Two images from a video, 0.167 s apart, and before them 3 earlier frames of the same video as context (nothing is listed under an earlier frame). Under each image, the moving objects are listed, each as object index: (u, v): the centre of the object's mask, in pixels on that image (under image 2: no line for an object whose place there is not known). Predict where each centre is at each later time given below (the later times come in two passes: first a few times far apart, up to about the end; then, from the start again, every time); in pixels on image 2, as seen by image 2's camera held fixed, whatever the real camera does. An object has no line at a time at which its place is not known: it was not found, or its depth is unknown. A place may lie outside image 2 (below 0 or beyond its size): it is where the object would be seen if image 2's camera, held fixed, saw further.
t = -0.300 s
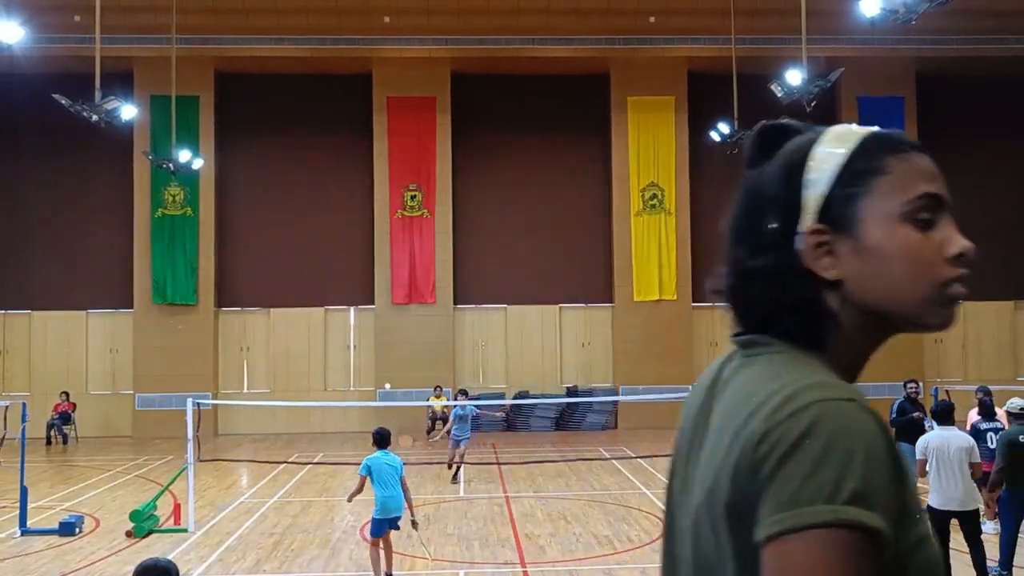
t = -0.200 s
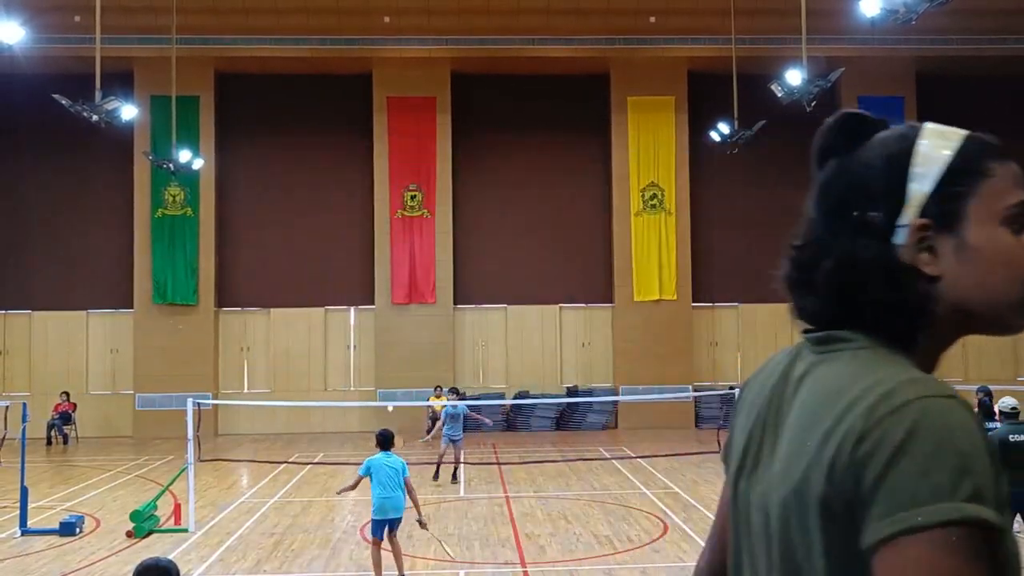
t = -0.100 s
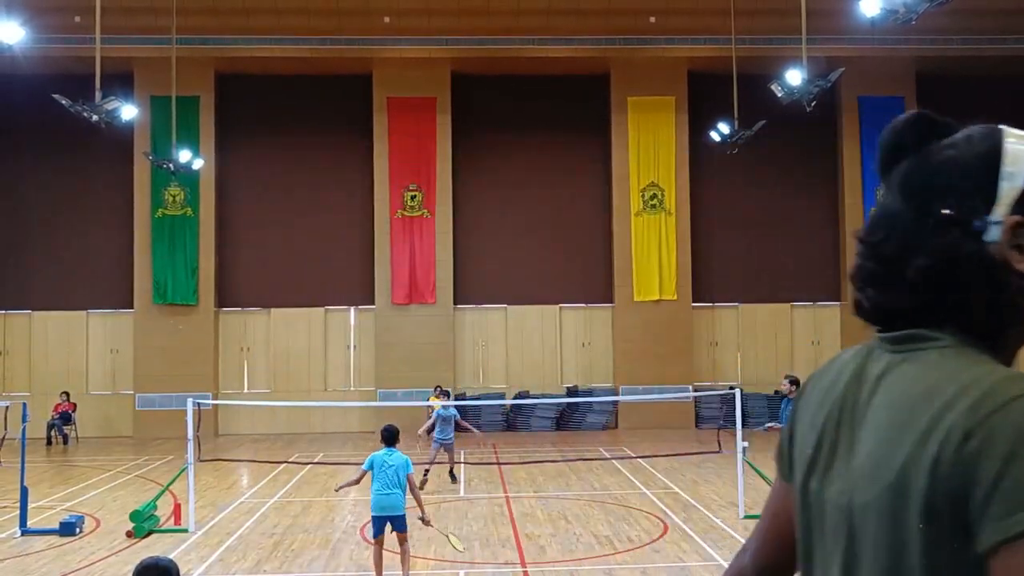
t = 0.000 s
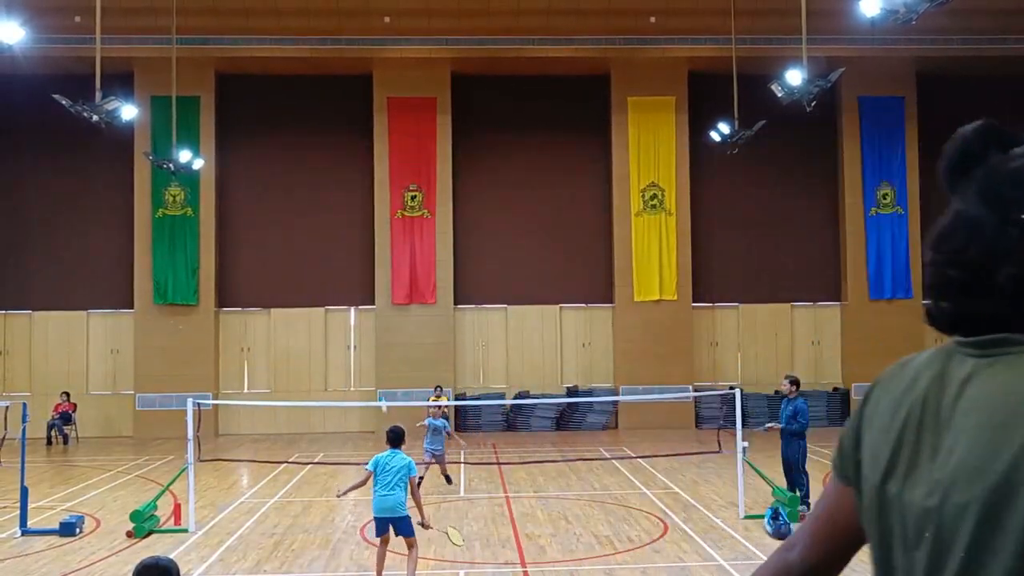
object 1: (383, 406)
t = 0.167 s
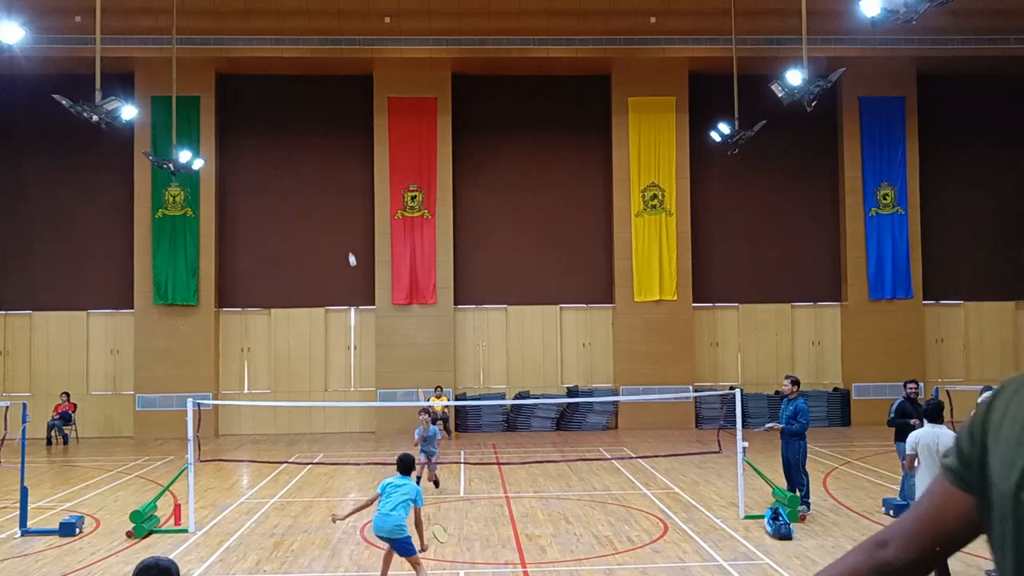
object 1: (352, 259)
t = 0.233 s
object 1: (340, 215)
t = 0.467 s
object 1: (302, 101)
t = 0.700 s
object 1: (262, 44)
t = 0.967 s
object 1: (207, 59)
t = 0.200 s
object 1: (346, 236)
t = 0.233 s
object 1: (340, 215)
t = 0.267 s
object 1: (335, 195)
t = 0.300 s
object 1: (329, 176)
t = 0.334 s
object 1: (324, 159)
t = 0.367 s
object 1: (318, 143)
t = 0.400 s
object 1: (313, 128)
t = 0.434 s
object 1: (307, 114)
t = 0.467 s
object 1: (302, 101)
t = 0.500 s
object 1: (296, 89)
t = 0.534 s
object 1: (291, 78)
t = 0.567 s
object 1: (286, 69)
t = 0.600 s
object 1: (280, 61)
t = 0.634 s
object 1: (274, 54)
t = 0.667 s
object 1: (268, 48)
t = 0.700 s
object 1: (262, 44)
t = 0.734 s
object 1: (256, 40)
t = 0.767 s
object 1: (249, 39)
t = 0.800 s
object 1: (243, 38)
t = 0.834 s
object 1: (236, 39)
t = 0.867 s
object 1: (229, 42)
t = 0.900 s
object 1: (222, 46)
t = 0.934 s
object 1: (214, 52)
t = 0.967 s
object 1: (207, 59)
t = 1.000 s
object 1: (199, 69)
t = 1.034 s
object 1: (191, 80)
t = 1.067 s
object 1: (183, 94)
